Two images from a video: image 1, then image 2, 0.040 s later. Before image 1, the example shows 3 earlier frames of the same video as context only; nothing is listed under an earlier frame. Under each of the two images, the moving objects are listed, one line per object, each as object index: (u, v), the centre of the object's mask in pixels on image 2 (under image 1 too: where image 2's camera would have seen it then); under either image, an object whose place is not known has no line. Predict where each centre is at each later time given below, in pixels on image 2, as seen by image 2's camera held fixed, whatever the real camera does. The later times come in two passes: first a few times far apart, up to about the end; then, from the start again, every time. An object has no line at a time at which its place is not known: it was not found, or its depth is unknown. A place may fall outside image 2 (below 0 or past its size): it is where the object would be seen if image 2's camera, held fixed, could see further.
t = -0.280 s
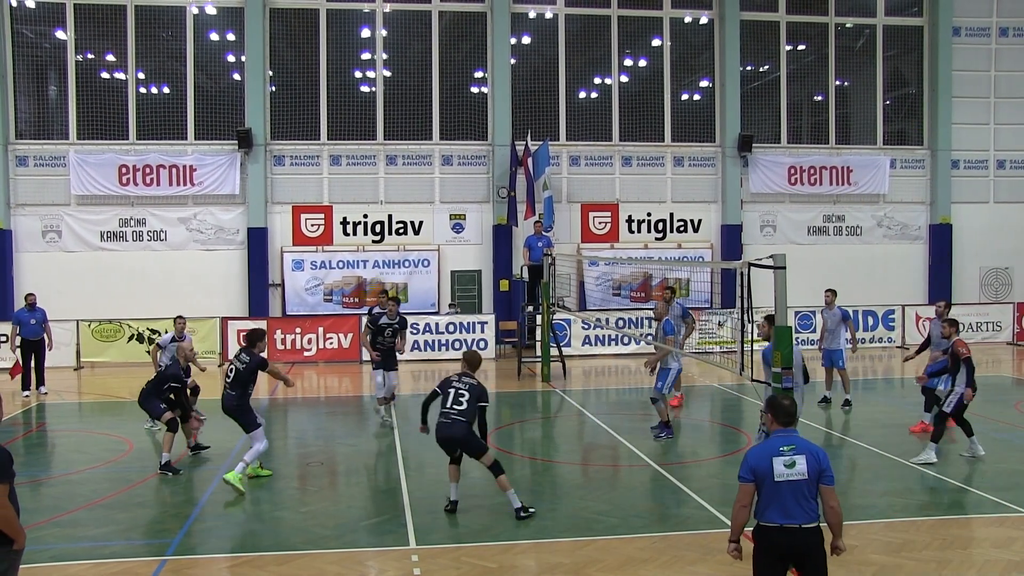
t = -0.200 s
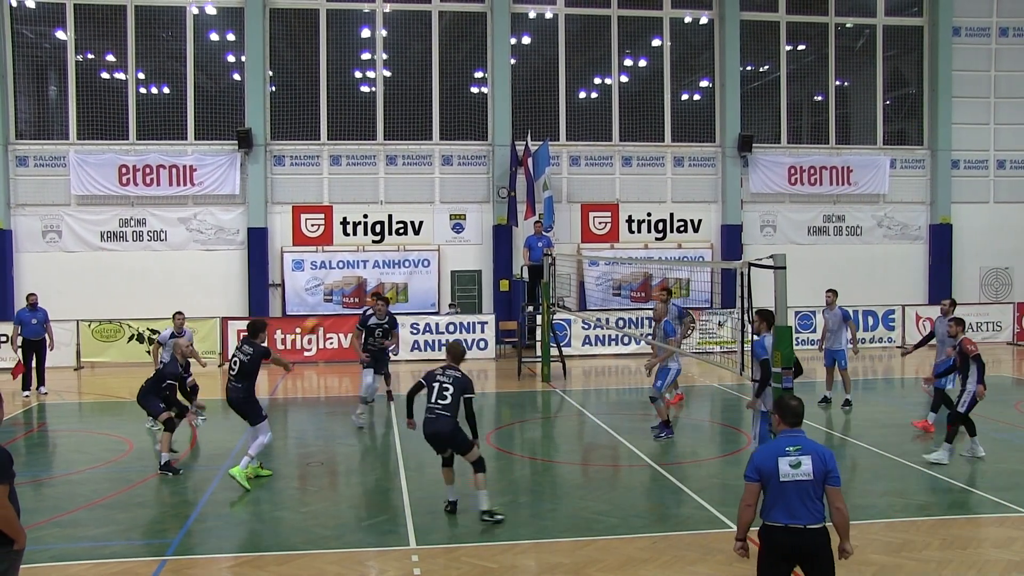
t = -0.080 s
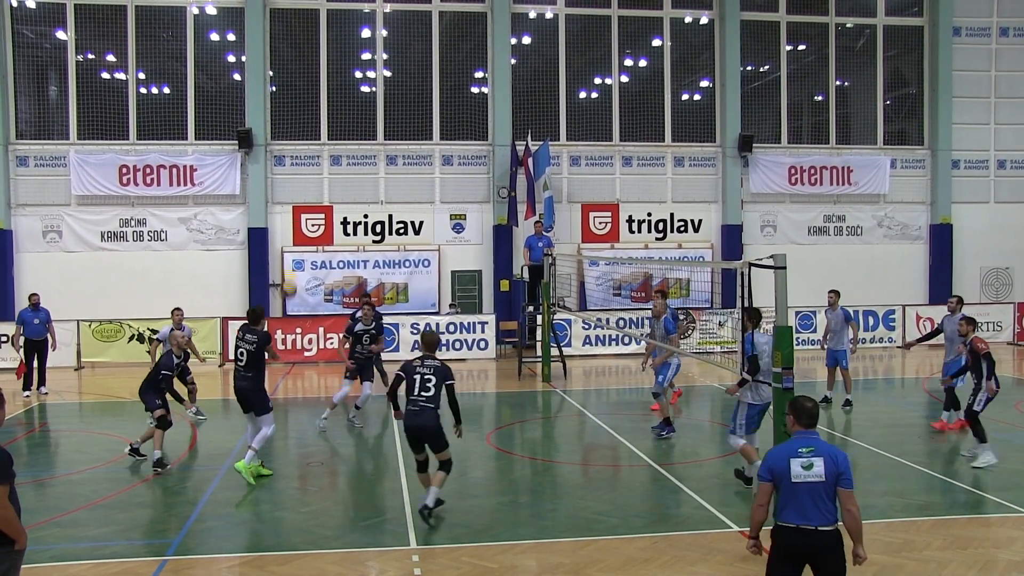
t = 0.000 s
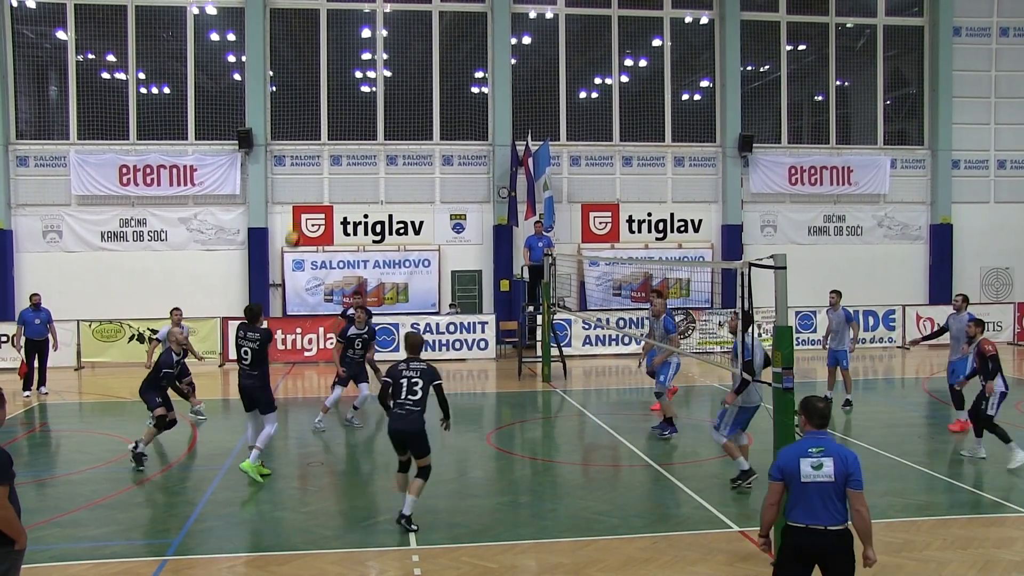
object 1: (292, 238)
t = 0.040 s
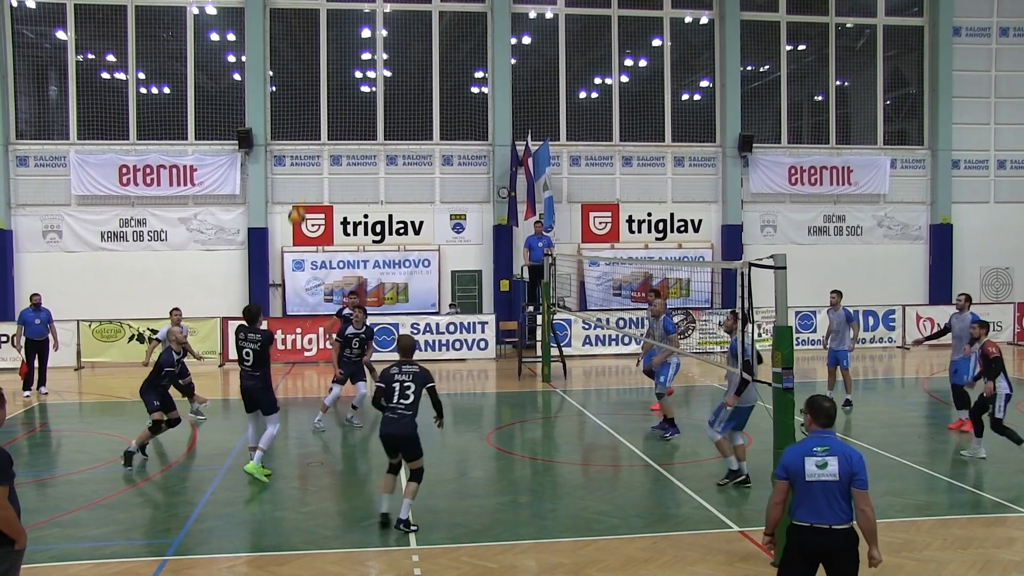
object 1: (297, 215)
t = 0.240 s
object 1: (310, 123)
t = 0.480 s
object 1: (325, 61)
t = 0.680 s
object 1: (336, 43)
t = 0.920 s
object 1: (348, 64)
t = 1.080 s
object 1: (358, 101)
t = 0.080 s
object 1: (300, 193)
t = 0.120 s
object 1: (303, 173)
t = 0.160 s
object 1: (306, 155)
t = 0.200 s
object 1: (307, 138)
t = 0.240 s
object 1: (310, 123)
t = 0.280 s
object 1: (313, 110)
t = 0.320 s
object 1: (316, 96)
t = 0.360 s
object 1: (318, 85)
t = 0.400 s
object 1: (320, 76)
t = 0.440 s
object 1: (322, 67)
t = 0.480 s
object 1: (325, 61)
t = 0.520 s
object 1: (327, 54)
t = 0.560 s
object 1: (329, 50)
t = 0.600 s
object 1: (332, 46)
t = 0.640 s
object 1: (334, 44)
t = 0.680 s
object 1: (336, 43)
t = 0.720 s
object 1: (338, 44)
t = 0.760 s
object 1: (340, 45)
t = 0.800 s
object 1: (343, 48)
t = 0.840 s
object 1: (344, 52)
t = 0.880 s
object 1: (346, 57)
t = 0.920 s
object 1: (348, 64)
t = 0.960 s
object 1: (351, 71)
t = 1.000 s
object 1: (353, 81)
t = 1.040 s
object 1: (355, 90)
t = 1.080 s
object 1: (358, 101)
